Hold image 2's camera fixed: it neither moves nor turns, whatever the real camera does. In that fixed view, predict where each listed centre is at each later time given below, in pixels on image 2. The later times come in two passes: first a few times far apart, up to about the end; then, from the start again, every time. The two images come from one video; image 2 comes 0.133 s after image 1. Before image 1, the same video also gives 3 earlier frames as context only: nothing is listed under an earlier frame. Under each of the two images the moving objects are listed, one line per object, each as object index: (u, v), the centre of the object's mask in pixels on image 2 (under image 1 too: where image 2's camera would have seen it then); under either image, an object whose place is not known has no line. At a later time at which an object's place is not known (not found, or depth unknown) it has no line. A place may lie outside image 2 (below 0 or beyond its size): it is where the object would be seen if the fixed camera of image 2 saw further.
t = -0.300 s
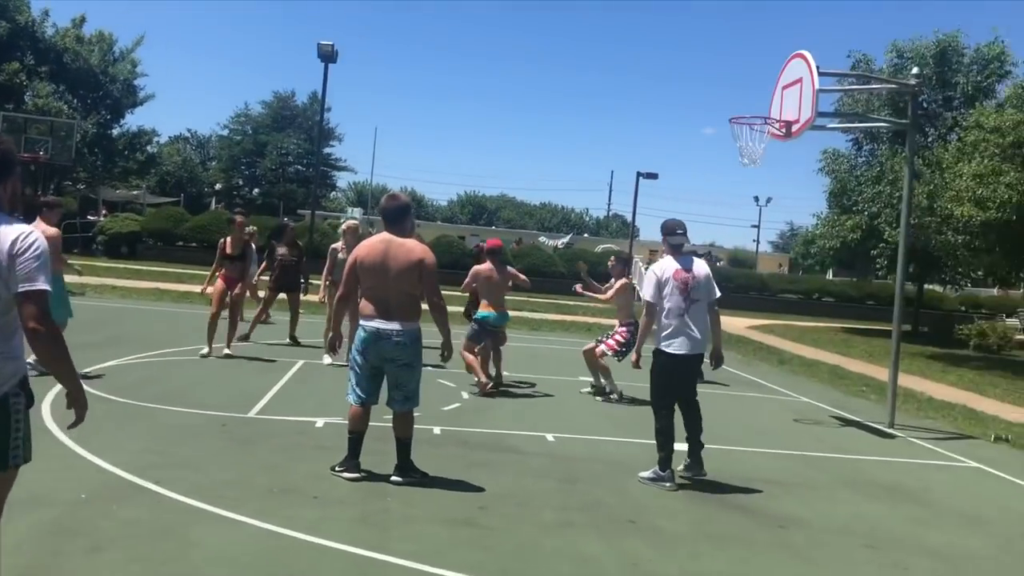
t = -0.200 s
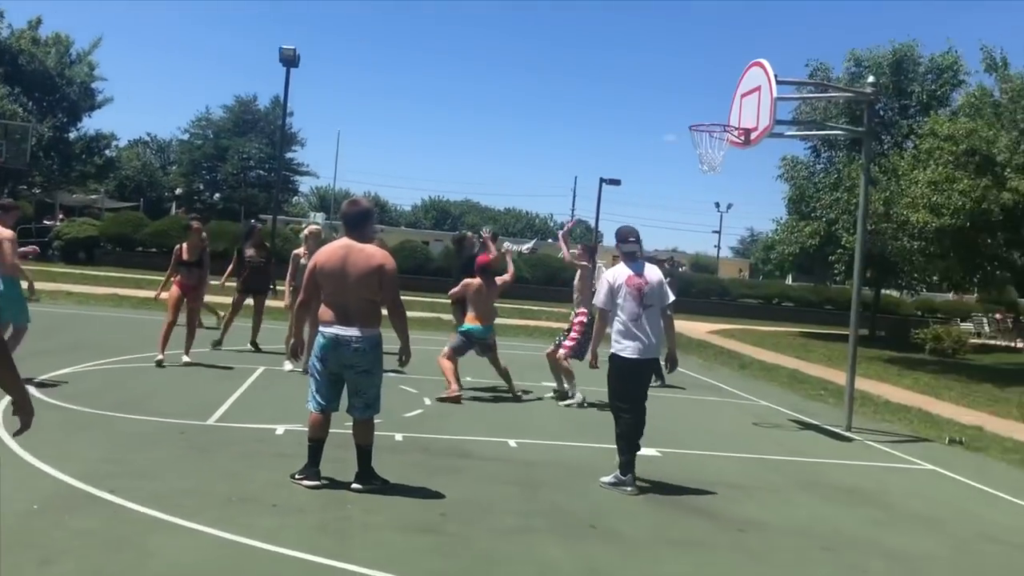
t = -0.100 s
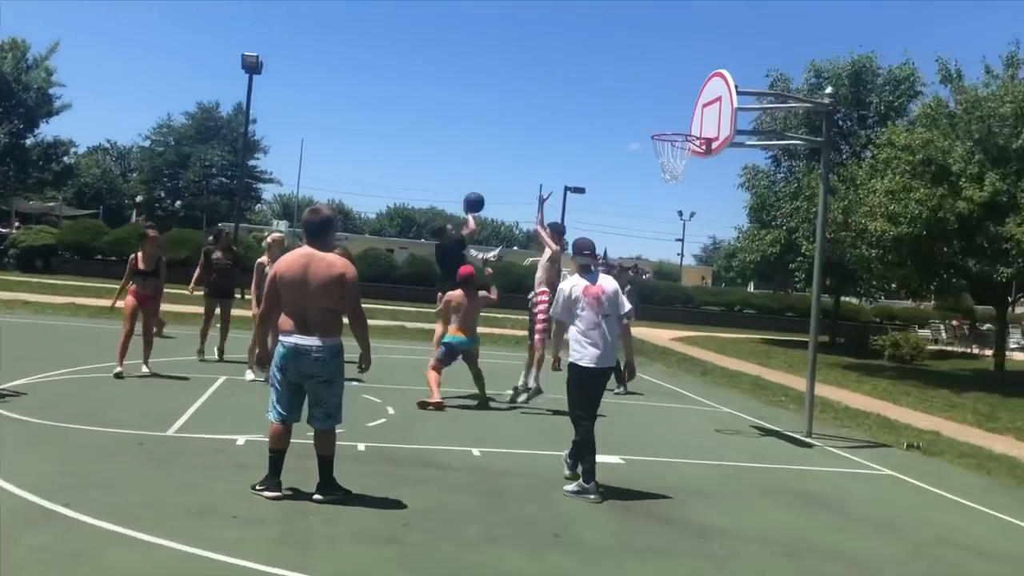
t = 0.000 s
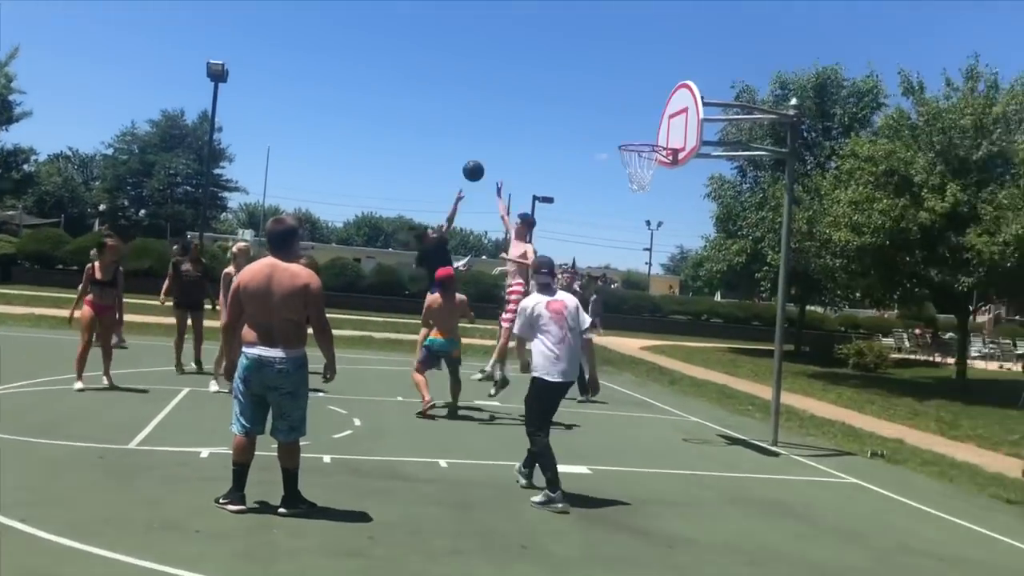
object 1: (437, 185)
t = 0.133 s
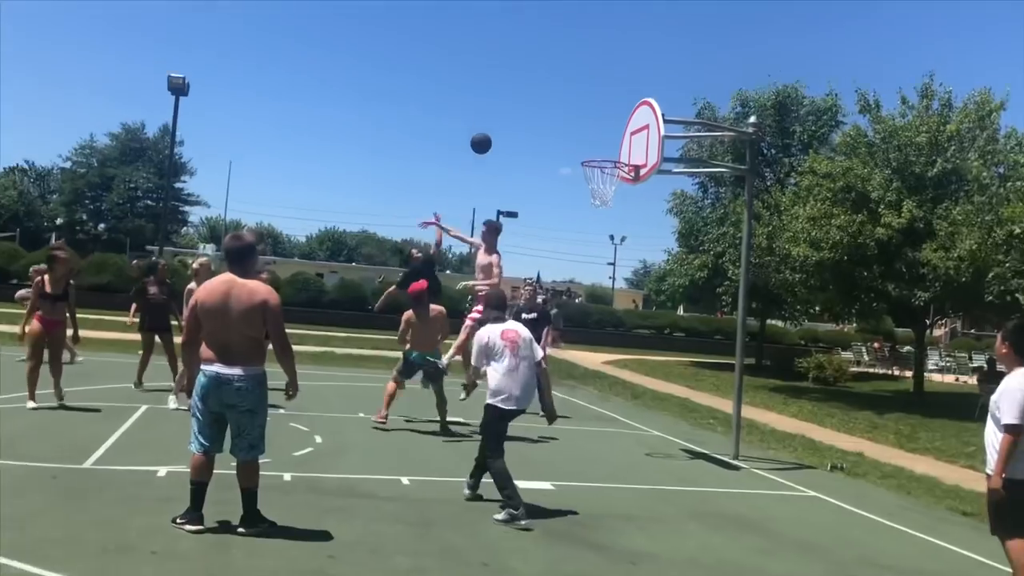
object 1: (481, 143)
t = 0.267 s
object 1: (523, 116)
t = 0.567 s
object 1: (615, 112)
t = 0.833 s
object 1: (547, 142)
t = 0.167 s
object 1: (491, 135)
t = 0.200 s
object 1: (502, 128)
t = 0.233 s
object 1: (512, 122)
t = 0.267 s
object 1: (523, 116)
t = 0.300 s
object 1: (533, 112)
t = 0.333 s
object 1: (543, 109)
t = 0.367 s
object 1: (554, 107)
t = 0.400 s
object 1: (564, 105)
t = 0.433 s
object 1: (574, 105)
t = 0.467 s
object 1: (585, 105)
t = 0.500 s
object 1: (595, 106)
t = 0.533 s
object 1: (605, 109)
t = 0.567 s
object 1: (615, 112)
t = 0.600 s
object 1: (616, 115)
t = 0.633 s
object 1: (606, 116)
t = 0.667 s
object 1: (597, 118)
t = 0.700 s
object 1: (587, 121)
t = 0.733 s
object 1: (577, 125)
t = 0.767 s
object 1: (568, 130)
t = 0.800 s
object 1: (557, 135)
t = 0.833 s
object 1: (547, 142)
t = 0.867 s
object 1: (537, 150)
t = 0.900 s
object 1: (526, 160)
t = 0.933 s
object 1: (515, 170)
